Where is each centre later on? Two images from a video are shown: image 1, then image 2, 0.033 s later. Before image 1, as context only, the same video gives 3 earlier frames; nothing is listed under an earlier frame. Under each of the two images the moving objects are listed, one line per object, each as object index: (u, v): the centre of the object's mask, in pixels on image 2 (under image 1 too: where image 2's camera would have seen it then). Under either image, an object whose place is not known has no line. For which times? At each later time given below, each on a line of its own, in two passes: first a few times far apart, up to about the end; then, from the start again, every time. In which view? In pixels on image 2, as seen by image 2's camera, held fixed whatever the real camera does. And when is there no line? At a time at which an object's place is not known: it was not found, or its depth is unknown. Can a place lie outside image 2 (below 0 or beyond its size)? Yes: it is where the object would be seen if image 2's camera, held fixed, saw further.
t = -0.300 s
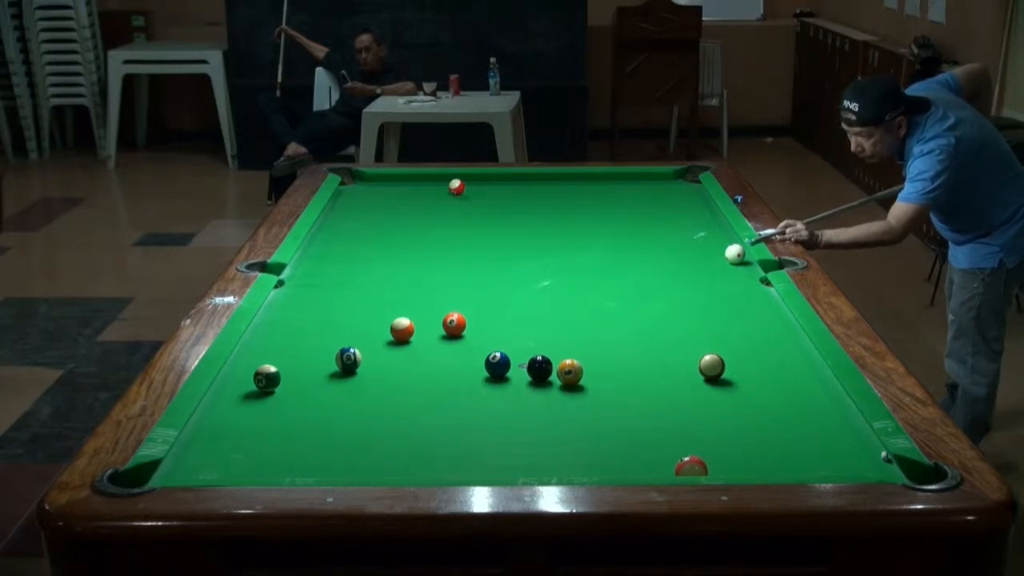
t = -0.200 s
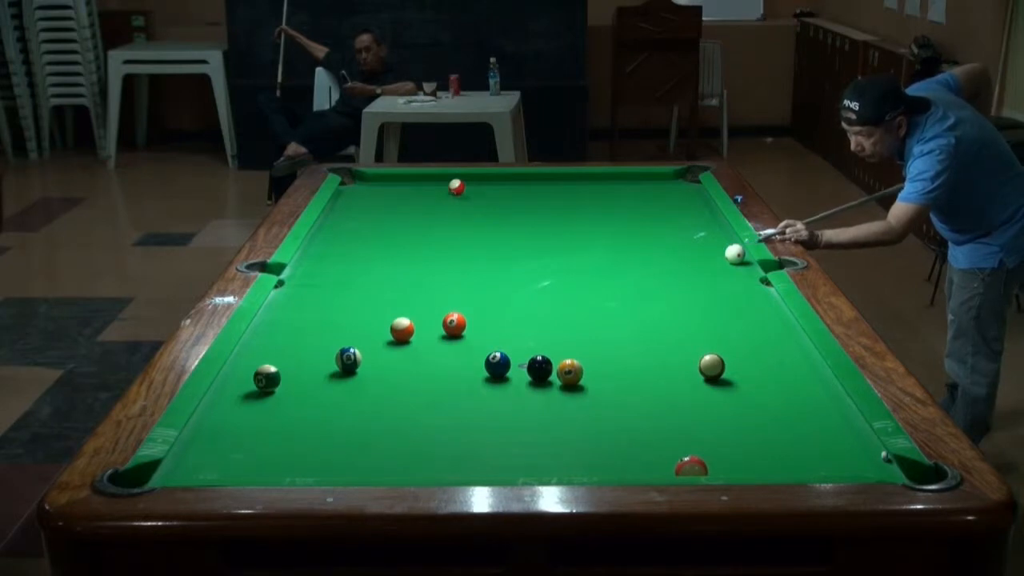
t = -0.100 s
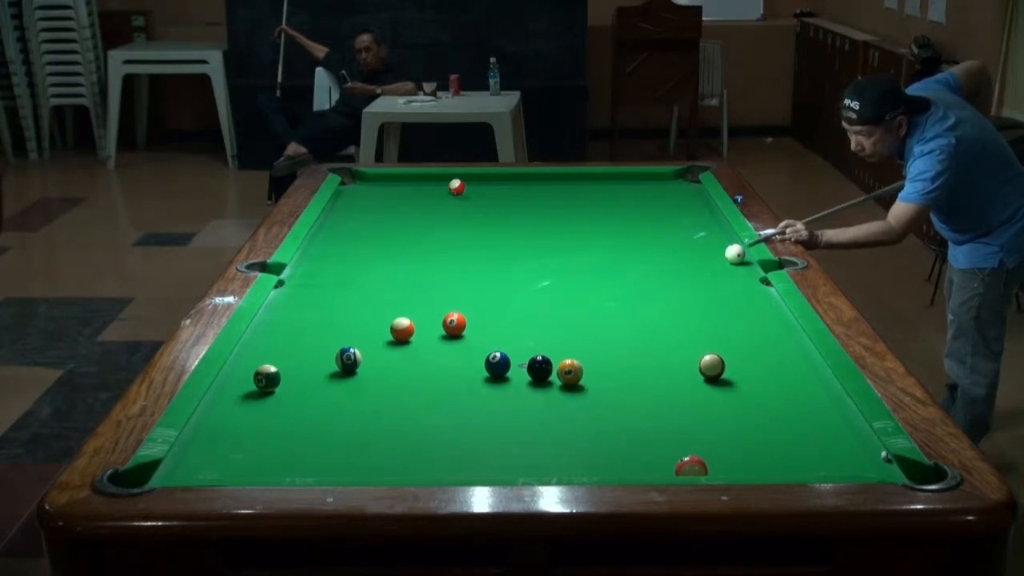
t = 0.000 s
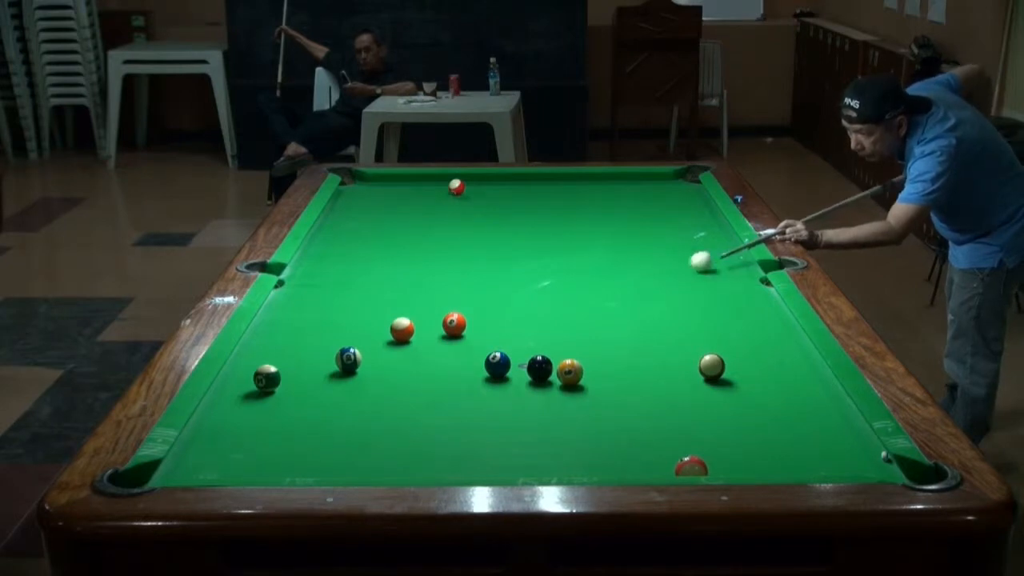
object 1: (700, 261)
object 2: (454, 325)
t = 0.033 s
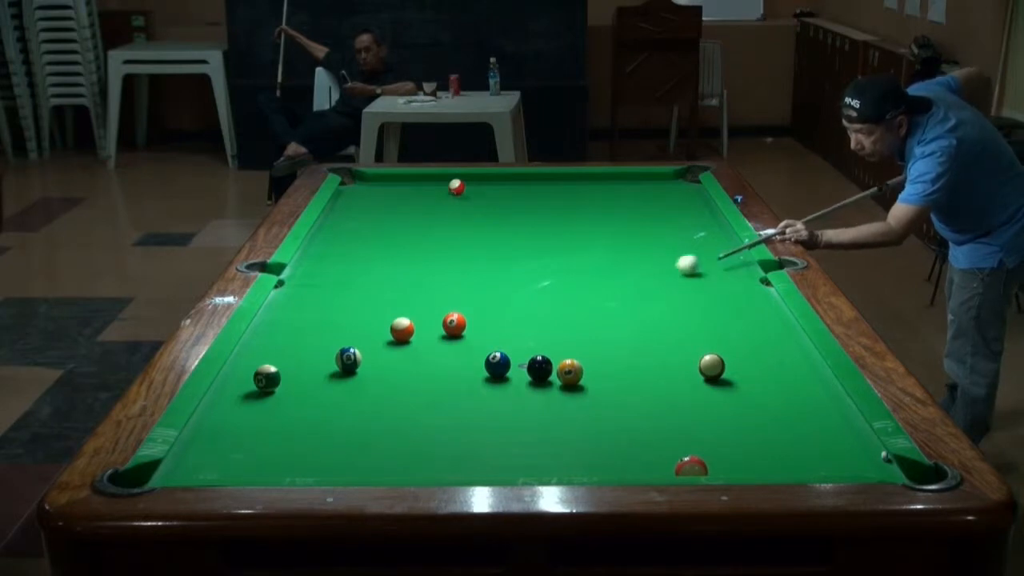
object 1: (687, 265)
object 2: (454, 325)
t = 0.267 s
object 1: (585, 288)
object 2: (454, 325)
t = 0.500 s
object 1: (472, 314)
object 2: (454, 325)
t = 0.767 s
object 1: (388, 314)
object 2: (397, 359)
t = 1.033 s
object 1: (309, 315)
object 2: (339, 392)
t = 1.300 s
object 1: (287, 316)
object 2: (274, 430)
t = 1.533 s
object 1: (320, 315)
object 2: (211, 464)
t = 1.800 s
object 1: (358, 315)
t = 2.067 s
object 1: (391, 313)
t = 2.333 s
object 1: (425, 314)
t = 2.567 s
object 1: (451, 315)
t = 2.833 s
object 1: (480, 315)
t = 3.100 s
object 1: (506, 316)
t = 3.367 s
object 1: (530, 317)
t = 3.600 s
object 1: (549, 317)
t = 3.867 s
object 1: (570, 318)
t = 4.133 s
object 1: (588, 319)
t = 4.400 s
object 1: (604, 319)
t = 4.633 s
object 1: (616, 320)
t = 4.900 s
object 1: (628, 321)
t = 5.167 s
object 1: (638, 322)
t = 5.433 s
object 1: (646, 323)
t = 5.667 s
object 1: (652, 323)
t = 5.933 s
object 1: (656, 323)
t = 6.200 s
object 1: (658, 322)
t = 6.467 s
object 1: (658, 322)
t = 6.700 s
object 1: (658, 322)
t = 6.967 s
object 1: (658, 322)
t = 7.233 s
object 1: (658, 322)
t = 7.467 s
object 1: (658, 322)
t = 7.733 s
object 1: (658, 322)
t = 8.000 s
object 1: (658, 322)
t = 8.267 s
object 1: (658, 322)
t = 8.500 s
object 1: (658, 322)
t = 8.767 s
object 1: (658, 322)
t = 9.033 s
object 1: (658, 322)
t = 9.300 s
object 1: (658, 322)
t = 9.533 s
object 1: (658, 322)
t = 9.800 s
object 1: (658, 322)
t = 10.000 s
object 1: (658, 322)
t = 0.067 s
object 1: (673, 267)
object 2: (454, 325)
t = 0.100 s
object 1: (659, 271)
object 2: (454, 325)
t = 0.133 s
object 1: (644, 274)
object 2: (454, 325)
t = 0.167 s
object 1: (630, 278)
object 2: (454, 325)
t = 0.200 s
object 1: (615, 281)
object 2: (454, 325)
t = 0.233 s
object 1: (600, 285)
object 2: (454, 325)
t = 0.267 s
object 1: (585, 288)
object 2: (454, 325)
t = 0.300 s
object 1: (570, 292)
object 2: (454, 325)
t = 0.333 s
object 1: (554, 295)
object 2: (454, 325)
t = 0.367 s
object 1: (538, 299)
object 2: (454, 325)
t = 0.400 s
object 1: (521, 303)
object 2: (454, 325)
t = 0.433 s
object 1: (505, 307)
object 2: (454, 325)
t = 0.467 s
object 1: (488, 311)
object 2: (454, 325)
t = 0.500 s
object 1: (472, 314)
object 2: (454, 325)
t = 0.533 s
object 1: (461, 314)
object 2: (449, 328)
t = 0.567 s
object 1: (451, 314)
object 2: (441, 332)
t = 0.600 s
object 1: (441, 315)
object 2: (432, 338)
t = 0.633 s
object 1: (431, 315)
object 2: (424, 342)
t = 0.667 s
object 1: (421, 315)
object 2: (417, 346)
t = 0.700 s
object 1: (412, 313)
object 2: (410, 350)
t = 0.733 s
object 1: (399, 311)
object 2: (404, 355)
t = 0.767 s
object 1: (388, 314)
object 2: (397, 359)
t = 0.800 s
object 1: (379, 315)
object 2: (390, 362)
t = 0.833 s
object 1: (369, 315)
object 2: (383, 367)
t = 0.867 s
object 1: (359, 315)
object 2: (376, 370)
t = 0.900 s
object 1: (349, 315)
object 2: (370, 374)
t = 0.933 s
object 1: (338, 315)
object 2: (362, 378)
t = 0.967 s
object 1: (329, 315)
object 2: (355, 383)
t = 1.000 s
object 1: (319, 315)
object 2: (347, 387)
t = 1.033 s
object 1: (309, 315)
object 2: (339, 392)
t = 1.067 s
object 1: (299, 316)
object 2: (331, 397)
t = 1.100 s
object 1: (289, 316)
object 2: (324, 401)
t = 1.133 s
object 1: (279, 316)
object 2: (316, 405)
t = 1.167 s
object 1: (268, 316)
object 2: (308, 410)
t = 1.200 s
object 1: (271, 316)
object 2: (300, 415)
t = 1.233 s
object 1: (277, 316)
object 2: (291, 420)
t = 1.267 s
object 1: (282, 316)
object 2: (283, 425)
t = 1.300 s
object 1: (287, 316)
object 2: (274, 430)
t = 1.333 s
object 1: (292, 316)
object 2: (265, 435)
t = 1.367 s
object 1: (297, 316)
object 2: (257, 440)
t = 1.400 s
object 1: (302, 316)
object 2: (248, 445)
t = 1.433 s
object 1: (307, 316)
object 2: (239, 451)
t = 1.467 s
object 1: (311, 316)
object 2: (229, 456)
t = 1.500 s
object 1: (316, 315)
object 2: (220, 461)
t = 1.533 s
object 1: (320, 315)
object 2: (211, 464)
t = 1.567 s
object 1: (326, 315)
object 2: (201, 468)
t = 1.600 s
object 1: (330, 315)
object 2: (190, 472)
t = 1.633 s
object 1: (335, 315)
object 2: (179, 475)
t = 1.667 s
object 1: (340, 315)
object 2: (168, 478)
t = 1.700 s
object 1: (344, 315)
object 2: (157, 481)
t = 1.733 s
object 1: (349, 315)
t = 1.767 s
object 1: (353, 315)
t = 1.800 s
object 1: (358, 315)
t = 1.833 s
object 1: (362, 315)
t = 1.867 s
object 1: (367, 315)
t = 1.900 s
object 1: (371, 315)
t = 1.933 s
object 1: (375, 315)
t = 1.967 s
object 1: (380, 315)
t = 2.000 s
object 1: (384, 315)
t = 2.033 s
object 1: (387, 314)
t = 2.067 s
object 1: (391, 313)
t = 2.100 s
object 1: (396, 312)
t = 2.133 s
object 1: (400, 311)
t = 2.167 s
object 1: (405, 311)
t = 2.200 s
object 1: (410, 312)
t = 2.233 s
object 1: (414, 313)
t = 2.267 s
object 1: (418, 314)
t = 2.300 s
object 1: (421, 314)
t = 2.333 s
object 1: (425, 314)
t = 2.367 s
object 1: (429, 314)
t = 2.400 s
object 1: (433, 314)
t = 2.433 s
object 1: (436, 314)
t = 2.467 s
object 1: (440, 315)
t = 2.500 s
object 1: (444, 315)
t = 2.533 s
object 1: (448, 315)
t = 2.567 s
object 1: (451, 315)
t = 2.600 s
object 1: (455, 315)
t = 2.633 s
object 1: (459, 315)
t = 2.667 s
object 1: (462, 315)
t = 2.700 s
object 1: (466, 315)
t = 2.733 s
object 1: (469, 315)
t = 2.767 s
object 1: (473, 315)
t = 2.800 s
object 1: (476, 315)
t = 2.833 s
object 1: (480, 315)
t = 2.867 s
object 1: (483, 315)
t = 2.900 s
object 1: (487, 315)
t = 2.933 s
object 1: (490, 315)
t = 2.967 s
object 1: (493, 315)
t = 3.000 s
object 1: (496, 316)
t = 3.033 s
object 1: (499, 315)
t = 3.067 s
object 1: (503, 316)
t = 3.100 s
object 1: (506, 316)
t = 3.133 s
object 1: (509, 316)
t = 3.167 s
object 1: (512, 316)
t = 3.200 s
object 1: (515, 316)
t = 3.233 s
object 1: (518, 316)
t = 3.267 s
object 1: (521, 316)
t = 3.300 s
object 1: (524, 316)
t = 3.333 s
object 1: (527, 317)
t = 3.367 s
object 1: (530, 317)
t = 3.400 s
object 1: (533, 317)
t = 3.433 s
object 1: (535, 317)
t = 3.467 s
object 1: (538, 317)
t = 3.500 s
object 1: (541, 317)
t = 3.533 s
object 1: (544, 317)
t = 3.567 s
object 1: (547, 317)
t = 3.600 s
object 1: (549, 317)
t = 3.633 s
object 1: (552, 317)
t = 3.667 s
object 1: (555, 317)
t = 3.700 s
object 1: (557, 317)
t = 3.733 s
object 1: (560, 318)
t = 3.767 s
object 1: (562, 318)
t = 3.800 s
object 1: (565, 318)
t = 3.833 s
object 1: (567, 318)
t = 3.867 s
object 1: (570, 318)
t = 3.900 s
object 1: (572, 318)
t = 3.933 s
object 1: (574, 318)
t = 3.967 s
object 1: (577, 318)
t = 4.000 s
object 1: (579, 318)
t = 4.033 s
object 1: (581, 318)
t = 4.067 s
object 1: (584, 319)
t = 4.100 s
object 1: (586, 319)
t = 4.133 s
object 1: (588, 319)
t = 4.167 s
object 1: (590, 319)
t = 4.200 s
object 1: (592, 319)
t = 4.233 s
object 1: (594, 319)
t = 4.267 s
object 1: (596, 319)
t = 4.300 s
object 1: (598, 319)
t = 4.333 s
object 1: (600, 319)
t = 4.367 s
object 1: (602, 319)
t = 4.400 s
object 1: (604, 319)
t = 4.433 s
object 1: (606, 320)
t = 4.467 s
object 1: (607, 320)
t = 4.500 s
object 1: (609, 320)
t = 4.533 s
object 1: (611, 320)
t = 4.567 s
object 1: (613, 320)
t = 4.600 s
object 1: (615, 320)
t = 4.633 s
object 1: (616, 320)
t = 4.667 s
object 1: (618, 321)
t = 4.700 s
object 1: (620, 321)
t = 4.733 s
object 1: (621, 321)
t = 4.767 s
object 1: (623, 321)
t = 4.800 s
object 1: (625, 321)
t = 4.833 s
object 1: (626, 321)
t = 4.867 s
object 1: (627, 321)
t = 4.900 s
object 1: (628, 321)
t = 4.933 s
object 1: (630, 322)
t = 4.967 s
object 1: (630, 322)
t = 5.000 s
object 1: (633, 322)
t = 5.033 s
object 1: (634, 322)
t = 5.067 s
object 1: (635, 322)
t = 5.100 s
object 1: (636, 322)
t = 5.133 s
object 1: (637, 322)
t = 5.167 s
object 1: (638, 322)
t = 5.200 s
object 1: (640, 322)
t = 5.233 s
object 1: (641, 322)
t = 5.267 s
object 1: (642, 322)
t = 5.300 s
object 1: (643, 322)
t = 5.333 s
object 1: (644, 322)
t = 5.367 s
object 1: (645, 322)
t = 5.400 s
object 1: (646, 322)
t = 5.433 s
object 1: (646, 323)
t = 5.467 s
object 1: (648, 322)
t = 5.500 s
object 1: (648, 323)
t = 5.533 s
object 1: (649, 323)
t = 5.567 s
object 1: (650, 323)
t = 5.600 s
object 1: (650, 323)
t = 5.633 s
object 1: (651, 323)
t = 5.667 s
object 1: (652, 323)
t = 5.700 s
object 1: (653, 323)
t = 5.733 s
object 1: (653, 323)
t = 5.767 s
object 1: (654, 323)
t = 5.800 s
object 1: (654, 323)
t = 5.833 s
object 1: (655, 323)
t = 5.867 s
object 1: (655, 323)
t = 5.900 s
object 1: (656, 323)
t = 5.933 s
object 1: (656, 323)
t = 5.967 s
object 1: (656, 323)
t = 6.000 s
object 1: (657, 323)
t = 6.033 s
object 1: (657, 323)
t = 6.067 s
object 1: (657, 323)
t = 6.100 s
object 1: (658, 323)
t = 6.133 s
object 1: (658, 323)
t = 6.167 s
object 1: (658, 323)
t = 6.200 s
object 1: (658, 322)
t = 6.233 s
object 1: (658, 322)
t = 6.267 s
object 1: (658, 322)
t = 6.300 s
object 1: (658, 322)
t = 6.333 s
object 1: (658, 322)
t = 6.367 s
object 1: (658, 322)
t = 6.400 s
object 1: (658, 322)
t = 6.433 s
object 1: (658, 322)
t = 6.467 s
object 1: (658, 322)
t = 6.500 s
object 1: (658, 322)
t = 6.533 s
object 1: (658, 322)
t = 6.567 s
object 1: (658, 322)
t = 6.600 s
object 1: (658, 322)
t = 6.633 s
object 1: (658, 322)
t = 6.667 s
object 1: (658, 322)
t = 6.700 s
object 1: (658, 322)
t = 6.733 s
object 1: (658, 322)
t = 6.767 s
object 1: (658, 322)
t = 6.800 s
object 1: (658, 322)
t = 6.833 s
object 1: (658, 322)
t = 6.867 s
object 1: (658, 322)
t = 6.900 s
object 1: (658, 322)
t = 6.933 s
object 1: (658, 322)
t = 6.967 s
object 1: (658, 322)
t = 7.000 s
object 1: (658, 322)
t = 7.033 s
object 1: (658, 322)
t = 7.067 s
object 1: (658, 322)
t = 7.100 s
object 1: (658, 322)
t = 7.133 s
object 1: (658, 322)
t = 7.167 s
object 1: (658, 322)
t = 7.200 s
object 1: (658, 322)
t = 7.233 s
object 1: (658, 322)
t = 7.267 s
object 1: (658, 322)
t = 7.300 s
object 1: (658, 322)
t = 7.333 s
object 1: (658, 322)
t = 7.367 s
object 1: (658, 322)
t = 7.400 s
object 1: (658, 322)
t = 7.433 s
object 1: (658, 322)
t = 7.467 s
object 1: (658, 322)
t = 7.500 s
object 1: (658, 322)
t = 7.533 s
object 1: (658, 322)
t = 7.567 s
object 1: (658, 322)
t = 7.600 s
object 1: (658, 322)
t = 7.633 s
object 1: (658, 322)
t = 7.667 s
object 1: (658, 322)
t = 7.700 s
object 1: (658, 322)
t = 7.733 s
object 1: (658, 322)
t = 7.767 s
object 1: (658, 322)
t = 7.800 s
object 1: (658, 322)
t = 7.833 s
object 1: (658, 322)
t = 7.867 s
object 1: (658, 322)
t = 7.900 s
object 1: (658, 322)
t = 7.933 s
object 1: (658, 322)
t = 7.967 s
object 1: (658, 322)
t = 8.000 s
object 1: (658, 322)
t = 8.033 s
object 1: (658, 322)
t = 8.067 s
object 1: (658, 322)
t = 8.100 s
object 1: (658, 322)
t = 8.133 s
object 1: (658, 322)
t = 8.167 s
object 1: (658, 322)
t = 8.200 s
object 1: (658, 322)
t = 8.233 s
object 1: (658, 322)
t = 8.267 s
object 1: (658, 322)
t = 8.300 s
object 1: (658, 322)
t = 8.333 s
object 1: (658, 322)
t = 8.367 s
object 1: (658, 322)
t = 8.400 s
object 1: (658, 322)
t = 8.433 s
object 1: (658, 322)
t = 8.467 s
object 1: (658, 322)
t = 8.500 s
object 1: (658, 322)
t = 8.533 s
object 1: (658, 322)
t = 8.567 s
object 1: (658, 322)
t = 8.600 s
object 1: (658, 322)
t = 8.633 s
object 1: (658, 322)
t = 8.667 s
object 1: (658, 322)
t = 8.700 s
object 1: (658, 322)
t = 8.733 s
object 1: (658, 322)
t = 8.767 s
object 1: (658, 322)
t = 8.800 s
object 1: (658, 322)
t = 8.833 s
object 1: (658, 322)
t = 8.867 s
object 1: (658, 322)
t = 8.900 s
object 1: (658, 322)
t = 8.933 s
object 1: (658, 322)
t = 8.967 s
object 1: (658, 322)
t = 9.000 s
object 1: (658, 322)
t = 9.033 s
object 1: (658, 322)
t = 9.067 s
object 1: (658, 322)
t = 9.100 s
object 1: (658, 322)
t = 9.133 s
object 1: (658, 322)
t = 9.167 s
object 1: (658, 322)
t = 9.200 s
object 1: (658, 322)
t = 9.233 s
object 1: (658, 322)
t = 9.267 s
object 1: (658, 322)
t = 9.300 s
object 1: (658, 322)
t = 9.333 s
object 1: (658, 322)
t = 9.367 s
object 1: (658, 322)
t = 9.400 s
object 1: (658, 322)
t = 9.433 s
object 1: (658, 322)
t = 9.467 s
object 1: (658, 322)
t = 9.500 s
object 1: (658, 322)
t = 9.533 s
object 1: (658, 322)
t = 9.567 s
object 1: (658, 322)
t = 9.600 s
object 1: (658, 322)
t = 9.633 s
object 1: (658, 322)
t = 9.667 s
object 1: (658, 322)
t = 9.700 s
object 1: (658, 322)
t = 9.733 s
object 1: (658, 322)
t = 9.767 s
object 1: (658, 322)
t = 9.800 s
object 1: (658, 322)
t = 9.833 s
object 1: (658, 322)
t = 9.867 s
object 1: (658, 322)
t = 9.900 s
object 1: (658, 322)
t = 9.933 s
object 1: (658, 322)
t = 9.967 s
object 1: (658, 322)
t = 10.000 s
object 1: (658, 322)
